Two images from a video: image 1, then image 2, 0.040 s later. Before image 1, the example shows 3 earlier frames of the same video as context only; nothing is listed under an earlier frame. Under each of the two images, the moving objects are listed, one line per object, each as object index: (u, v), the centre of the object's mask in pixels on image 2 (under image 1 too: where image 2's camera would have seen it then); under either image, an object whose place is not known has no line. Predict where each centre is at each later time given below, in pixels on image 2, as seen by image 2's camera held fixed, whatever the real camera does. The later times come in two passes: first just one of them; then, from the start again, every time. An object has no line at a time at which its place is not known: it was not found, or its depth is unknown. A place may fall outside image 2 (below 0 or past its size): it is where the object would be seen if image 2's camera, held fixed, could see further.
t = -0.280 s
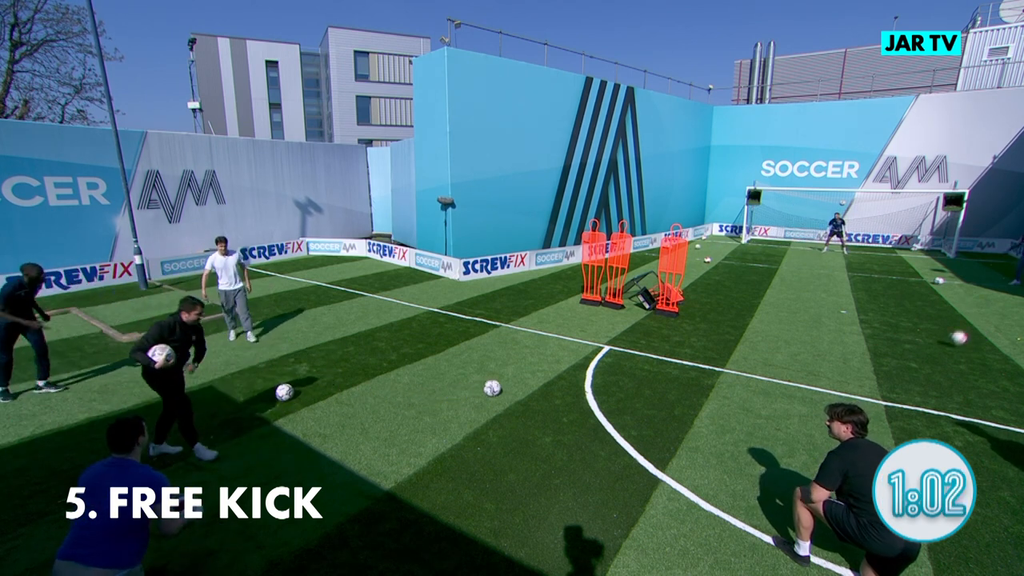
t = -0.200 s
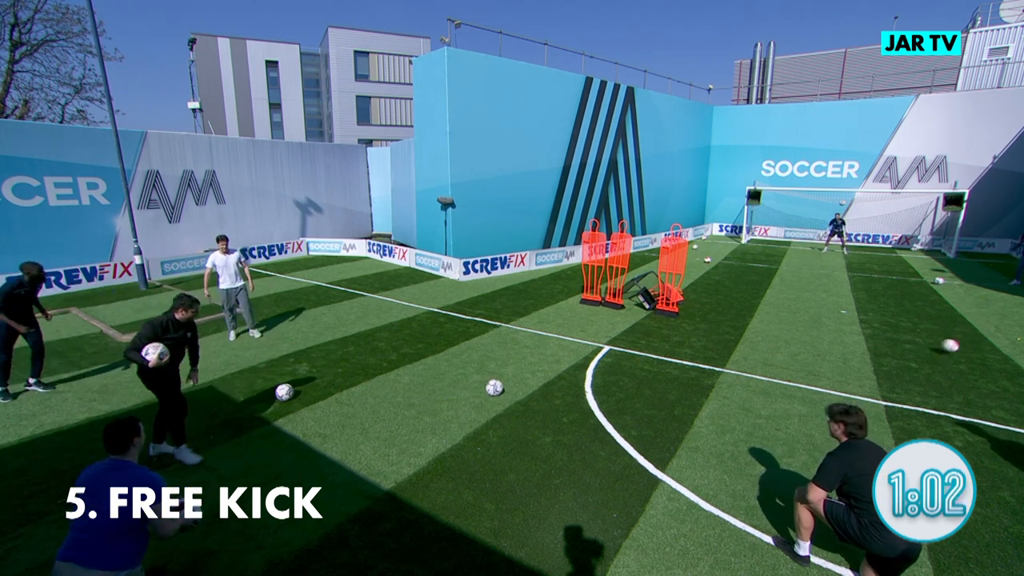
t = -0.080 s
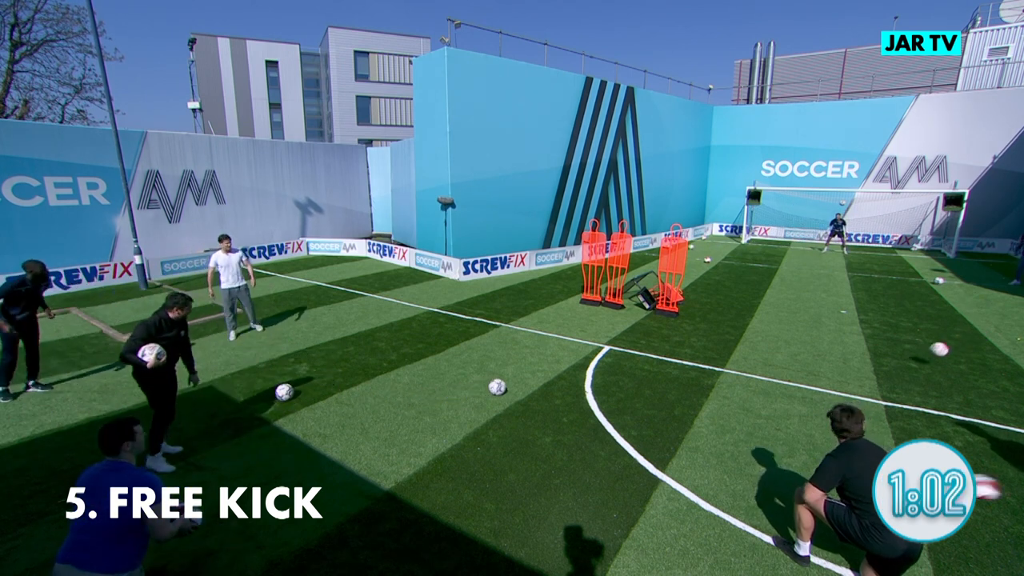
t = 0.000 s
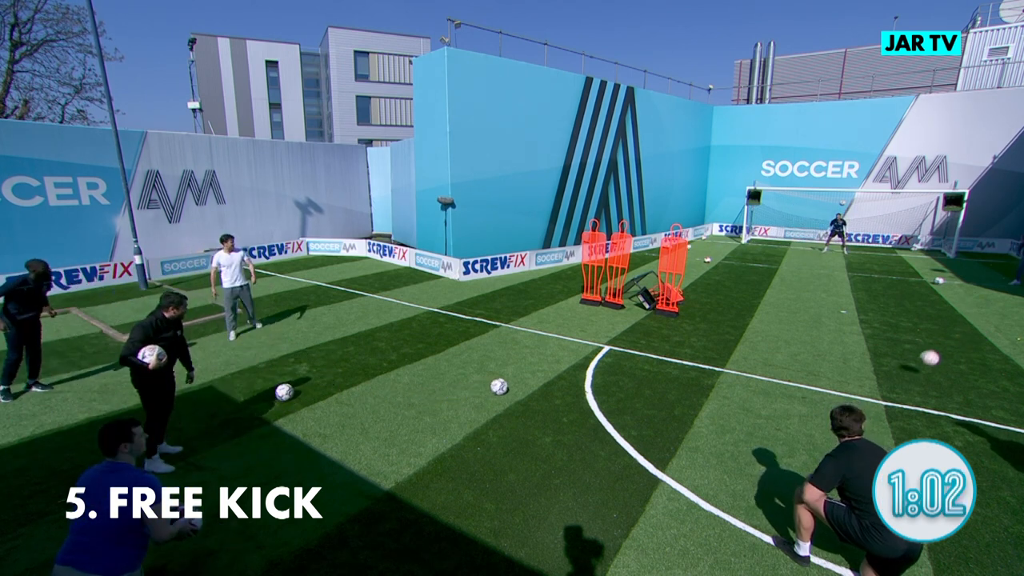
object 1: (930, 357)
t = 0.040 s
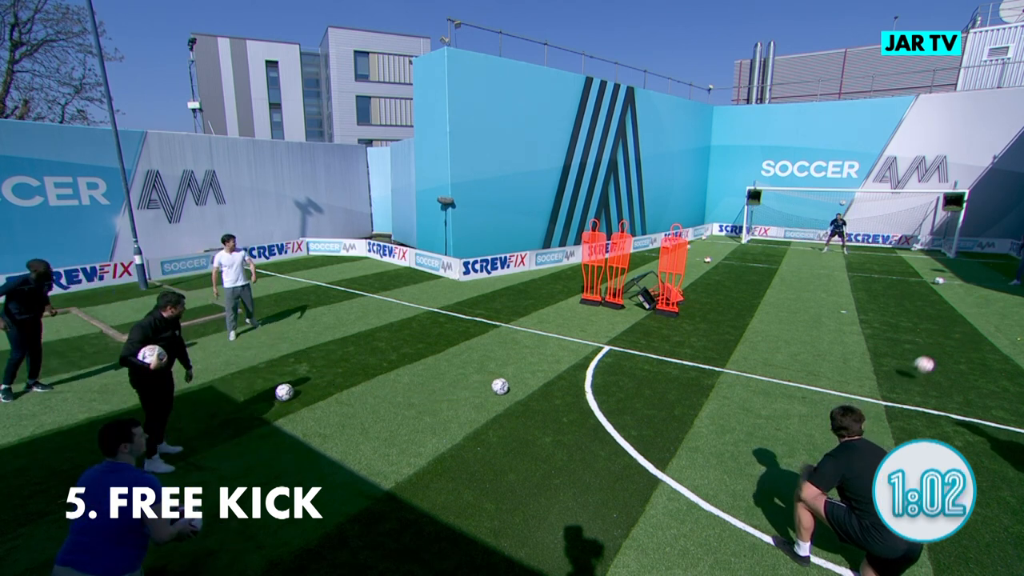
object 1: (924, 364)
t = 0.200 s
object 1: (899, 394)
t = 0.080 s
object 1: (918, 372)
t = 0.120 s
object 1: (911, 382)
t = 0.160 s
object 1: (905, 391)
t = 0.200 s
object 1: (899, 394)
